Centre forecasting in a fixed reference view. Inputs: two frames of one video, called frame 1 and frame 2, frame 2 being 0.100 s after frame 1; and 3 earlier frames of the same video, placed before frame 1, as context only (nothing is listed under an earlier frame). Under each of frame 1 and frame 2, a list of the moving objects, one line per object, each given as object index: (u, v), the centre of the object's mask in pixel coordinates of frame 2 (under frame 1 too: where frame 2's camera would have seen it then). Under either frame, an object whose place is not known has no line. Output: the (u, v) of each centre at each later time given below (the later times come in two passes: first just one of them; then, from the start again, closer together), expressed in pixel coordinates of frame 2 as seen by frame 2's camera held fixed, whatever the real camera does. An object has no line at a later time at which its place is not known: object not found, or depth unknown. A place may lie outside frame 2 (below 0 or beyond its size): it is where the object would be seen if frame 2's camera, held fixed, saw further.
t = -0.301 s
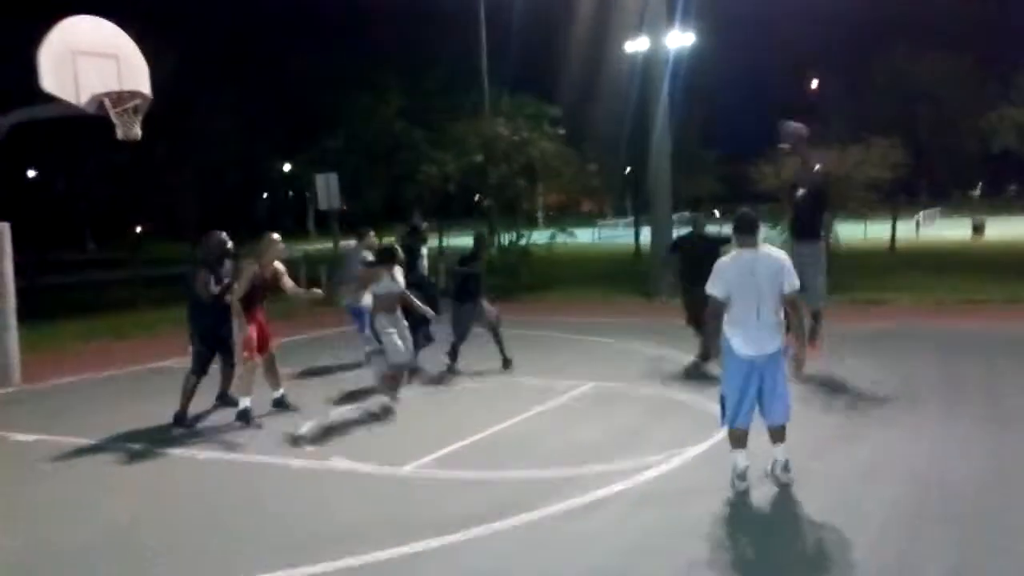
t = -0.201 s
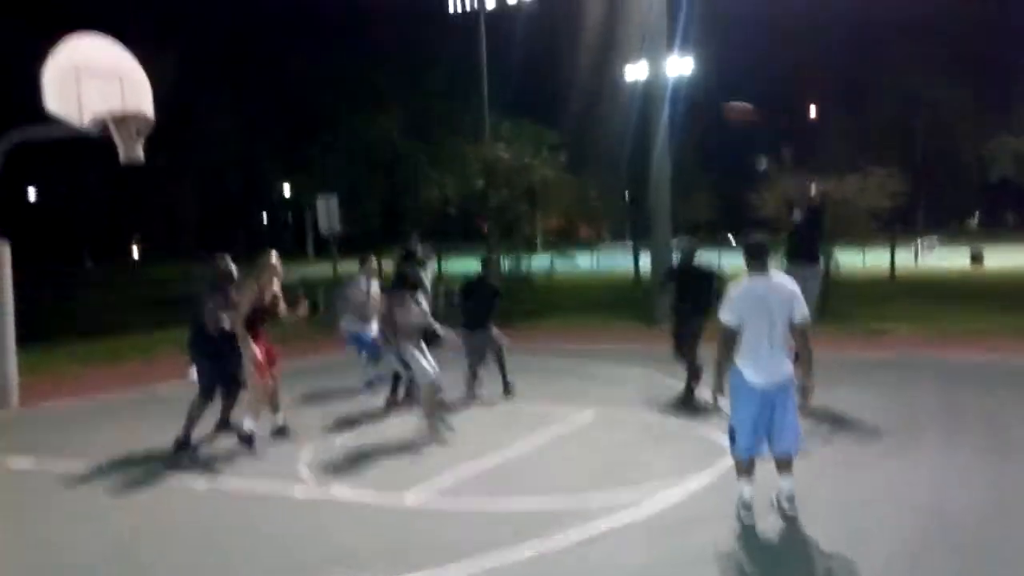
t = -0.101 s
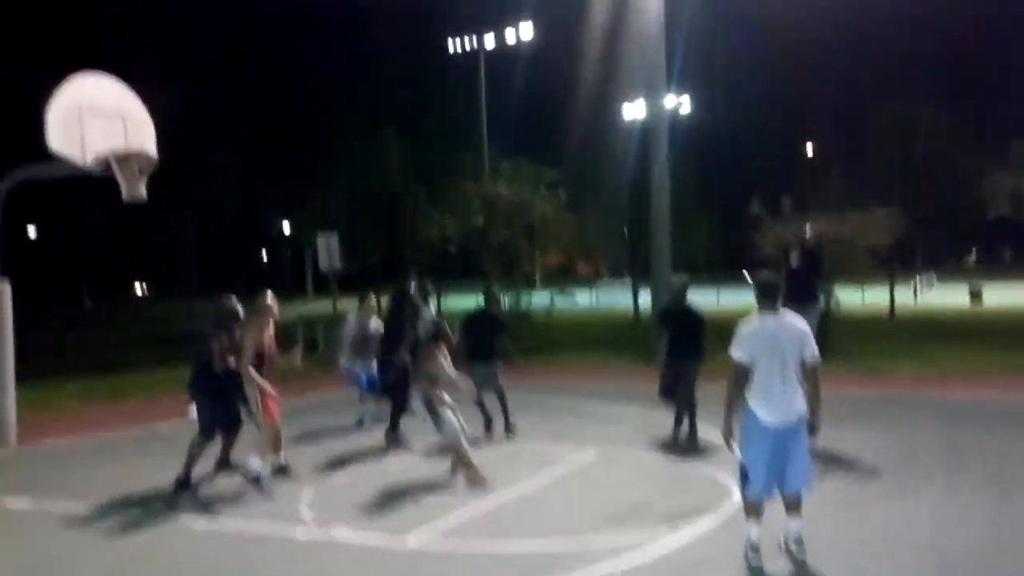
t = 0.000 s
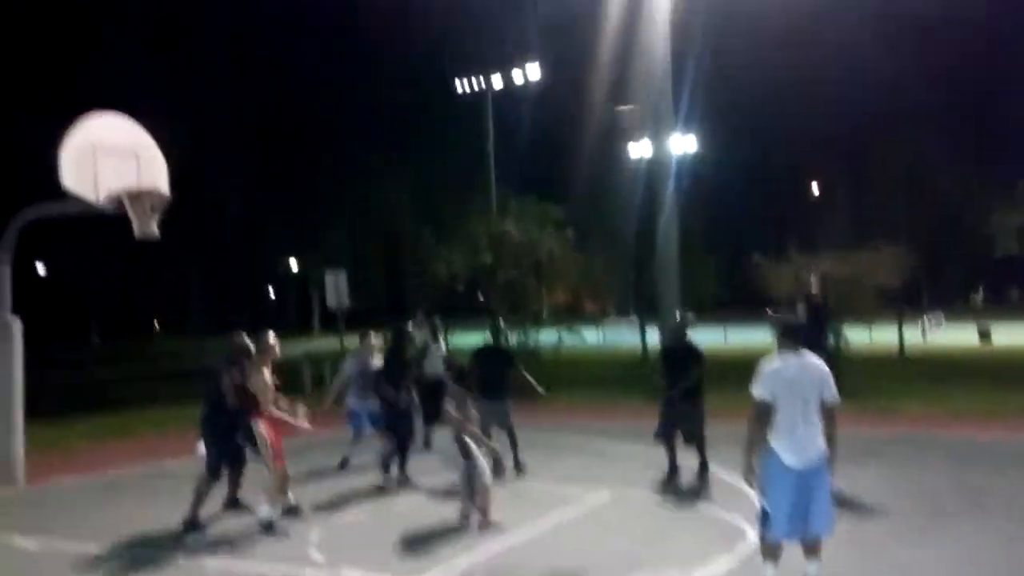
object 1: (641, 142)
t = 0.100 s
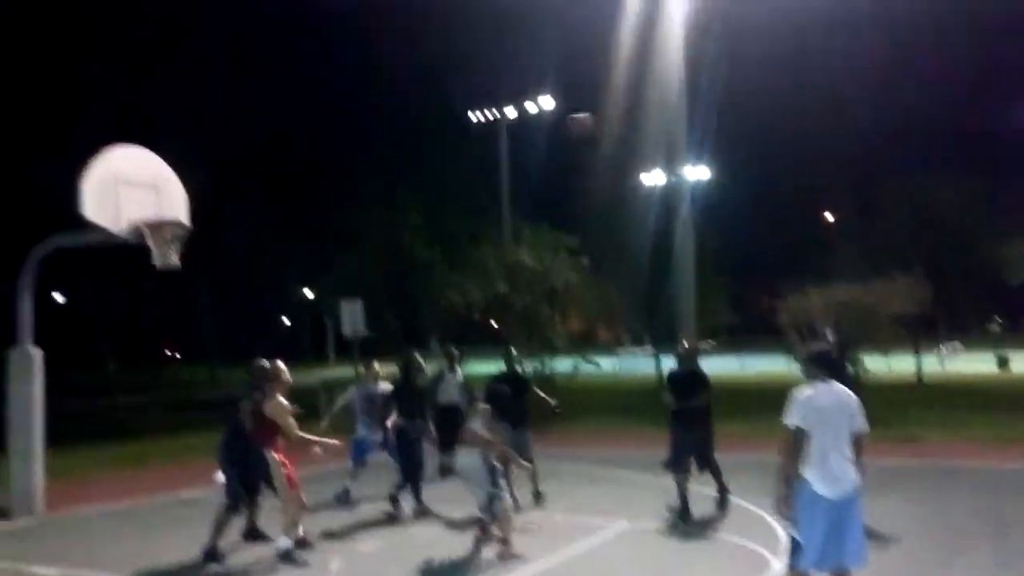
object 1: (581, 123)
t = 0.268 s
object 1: (483, 107)
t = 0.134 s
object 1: (564, 117)
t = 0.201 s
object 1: (523, 103)
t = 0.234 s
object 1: (502, 107)
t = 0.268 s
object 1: (483, 107)
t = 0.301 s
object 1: (462, 106)
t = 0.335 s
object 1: (444, 106)
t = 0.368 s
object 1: (424, 108)
